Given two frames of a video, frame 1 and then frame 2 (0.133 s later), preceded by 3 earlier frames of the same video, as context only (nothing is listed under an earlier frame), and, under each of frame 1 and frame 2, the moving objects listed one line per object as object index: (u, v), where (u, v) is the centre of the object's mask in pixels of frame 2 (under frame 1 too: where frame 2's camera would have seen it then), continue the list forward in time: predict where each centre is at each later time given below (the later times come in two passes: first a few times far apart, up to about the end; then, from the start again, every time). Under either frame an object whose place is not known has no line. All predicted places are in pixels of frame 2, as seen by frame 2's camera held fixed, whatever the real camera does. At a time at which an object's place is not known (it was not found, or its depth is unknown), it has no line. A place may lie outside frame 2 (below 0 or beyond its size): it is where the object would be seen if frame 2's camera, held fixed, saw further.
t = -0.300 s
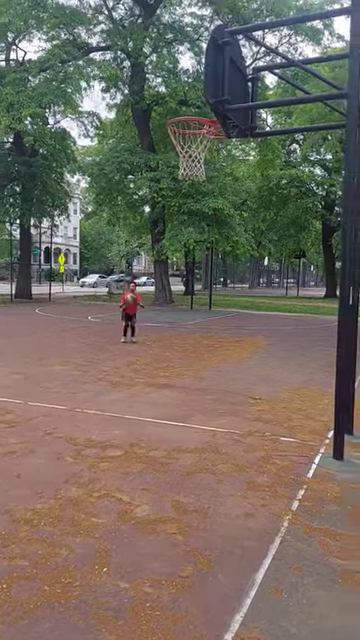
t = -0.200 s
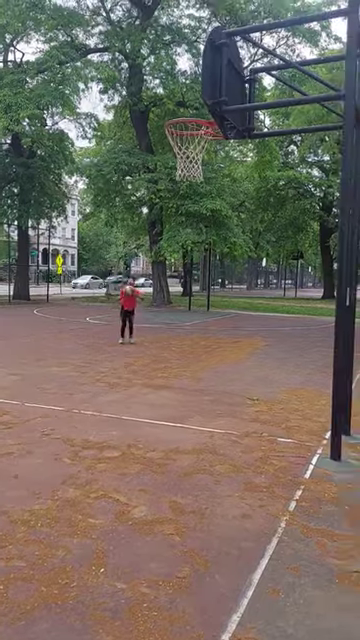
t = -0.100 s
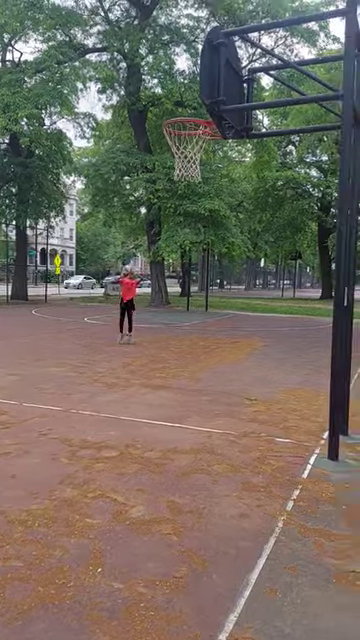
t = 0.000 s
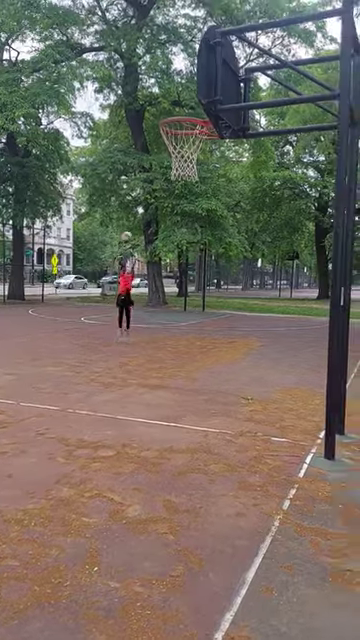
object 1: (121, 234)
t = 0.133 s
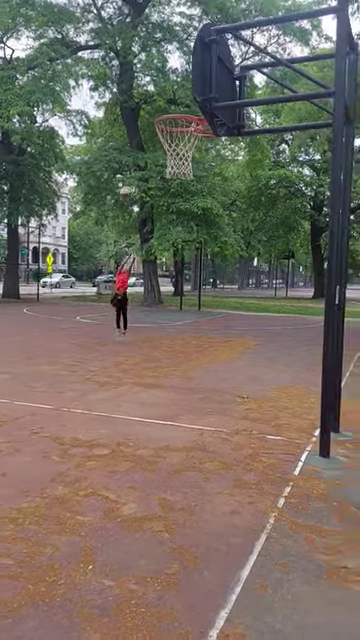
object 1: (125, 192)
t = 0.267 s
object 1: (130, 153)
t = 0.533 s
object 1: (141, 92)
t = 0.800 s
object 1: (157, 65)
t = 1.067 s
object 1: (179, 94)
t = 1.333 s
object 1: (157, 157)
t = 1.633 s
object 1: (153, 205)
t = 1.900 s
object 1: (150, 304)
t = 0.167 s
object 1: (126, 180)
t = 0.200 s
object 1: (127, 170)
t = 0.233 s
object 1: (129, 163)
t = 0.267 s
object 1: (130, 153)
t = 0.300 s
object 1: (131, 144)
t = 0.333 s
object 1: (133, 135)
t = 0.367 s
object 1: (134, 128)
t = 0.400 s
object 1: (136, 118)
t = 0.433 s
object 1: (136, 111)
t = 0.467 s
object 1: (138, 104)
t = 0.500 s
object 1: (140, 97)
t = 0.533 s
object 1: (141, 92)
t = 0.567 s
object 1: (143, 87)
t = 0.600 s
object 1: (144, 80)
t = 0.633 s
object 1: (146, 76)
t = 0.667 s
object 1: (148, 72)
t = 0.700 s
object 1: (151, 69)
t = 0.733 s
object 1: (152, 67)
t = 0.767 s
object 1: (155, 66)
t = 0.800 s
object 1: (157, 65)
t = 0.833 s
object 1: (159, 65)
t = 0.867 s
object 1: (162, 65)
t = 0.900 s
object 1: (165, 67)
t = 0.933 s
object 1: (166, 69)
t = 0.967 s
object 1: (169, 73)
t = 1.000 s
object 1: (173, 78)
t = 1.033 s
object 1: (176, 85)
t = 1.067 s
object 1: (179, 94)
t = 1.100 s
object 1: (181, 103)
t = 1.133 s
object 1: (186, 109)
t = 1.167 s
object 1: (181, 129)
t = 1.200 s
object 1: (171, 141)
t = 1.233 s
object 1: (163, 153)
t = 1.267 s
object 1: (159, 155)
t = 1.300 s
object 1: (160, 155)
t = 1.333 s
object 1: (157, 157)
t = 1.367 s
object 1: (157, 158)
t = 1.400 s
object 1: (157, 160)
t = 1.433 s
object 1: (156, 164)
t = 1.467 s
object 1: (156, 168)
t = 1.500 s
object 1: (155, 173)
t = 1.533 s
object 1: (154, 180)
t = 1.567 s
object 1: (154, 187)
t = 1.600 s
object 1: (153, 195)
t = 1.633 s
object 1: (153, 205)
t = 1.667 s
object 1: (153, 216)
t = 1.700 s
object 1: (152, 226)
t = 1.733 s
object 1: (151, 237)
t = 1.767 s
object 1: (151, 250)
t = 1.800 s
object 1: (150, 260)
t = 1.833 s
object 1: (151, 274)
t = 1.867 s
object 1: (150, 290)
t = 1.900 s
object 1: (150, 304)
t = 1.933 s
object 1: (148, 319)
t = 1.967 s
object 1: (149, 335)
